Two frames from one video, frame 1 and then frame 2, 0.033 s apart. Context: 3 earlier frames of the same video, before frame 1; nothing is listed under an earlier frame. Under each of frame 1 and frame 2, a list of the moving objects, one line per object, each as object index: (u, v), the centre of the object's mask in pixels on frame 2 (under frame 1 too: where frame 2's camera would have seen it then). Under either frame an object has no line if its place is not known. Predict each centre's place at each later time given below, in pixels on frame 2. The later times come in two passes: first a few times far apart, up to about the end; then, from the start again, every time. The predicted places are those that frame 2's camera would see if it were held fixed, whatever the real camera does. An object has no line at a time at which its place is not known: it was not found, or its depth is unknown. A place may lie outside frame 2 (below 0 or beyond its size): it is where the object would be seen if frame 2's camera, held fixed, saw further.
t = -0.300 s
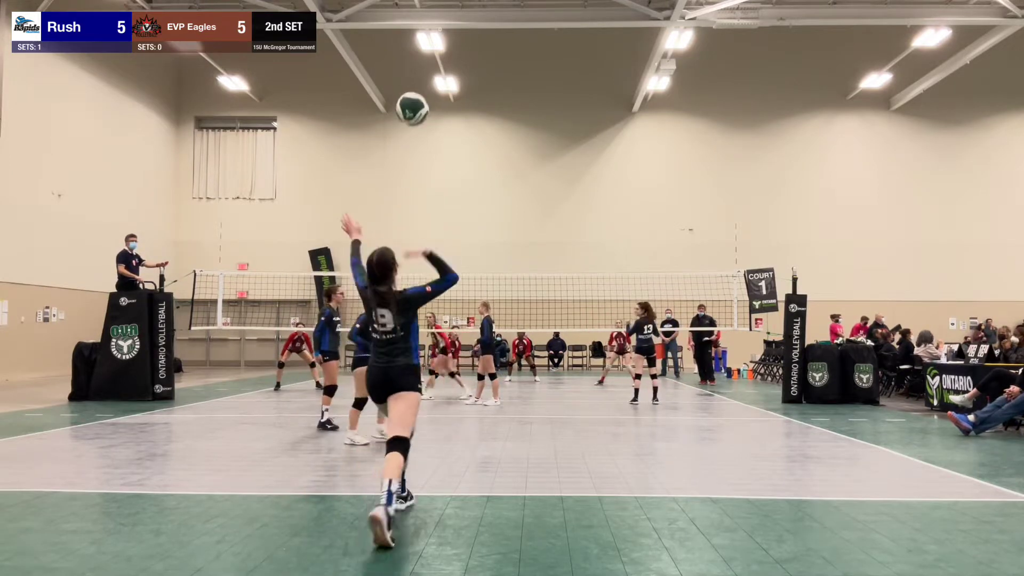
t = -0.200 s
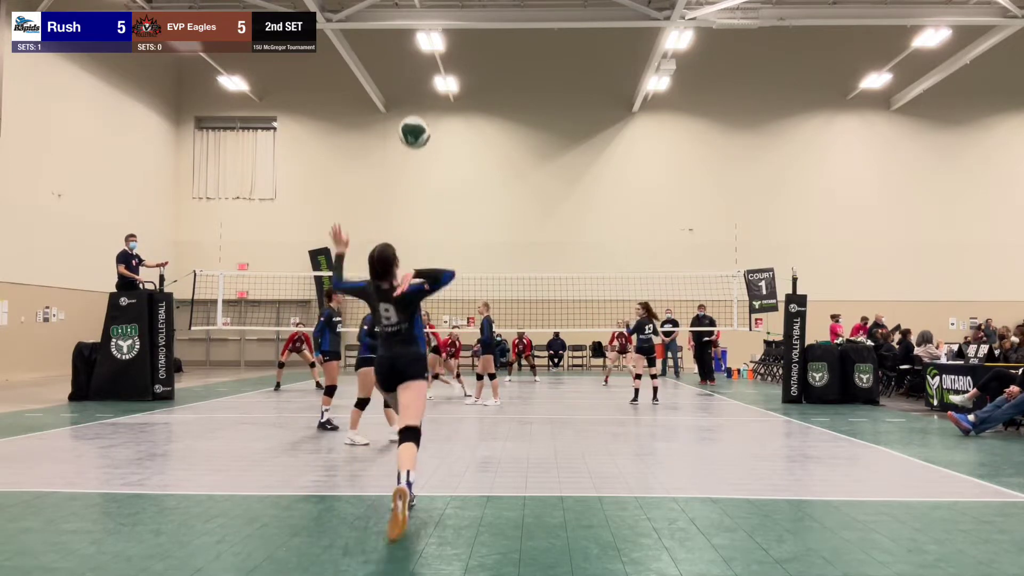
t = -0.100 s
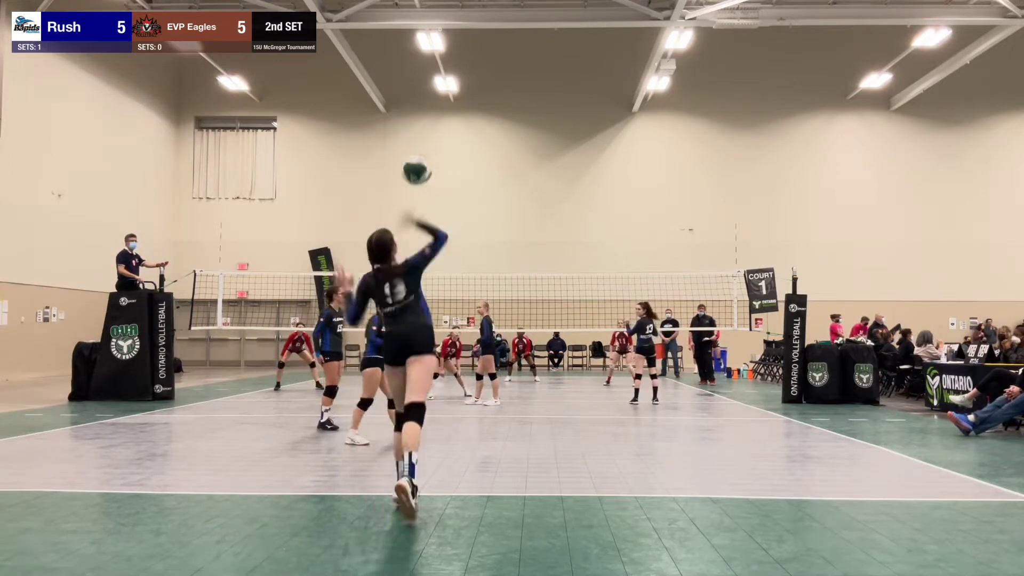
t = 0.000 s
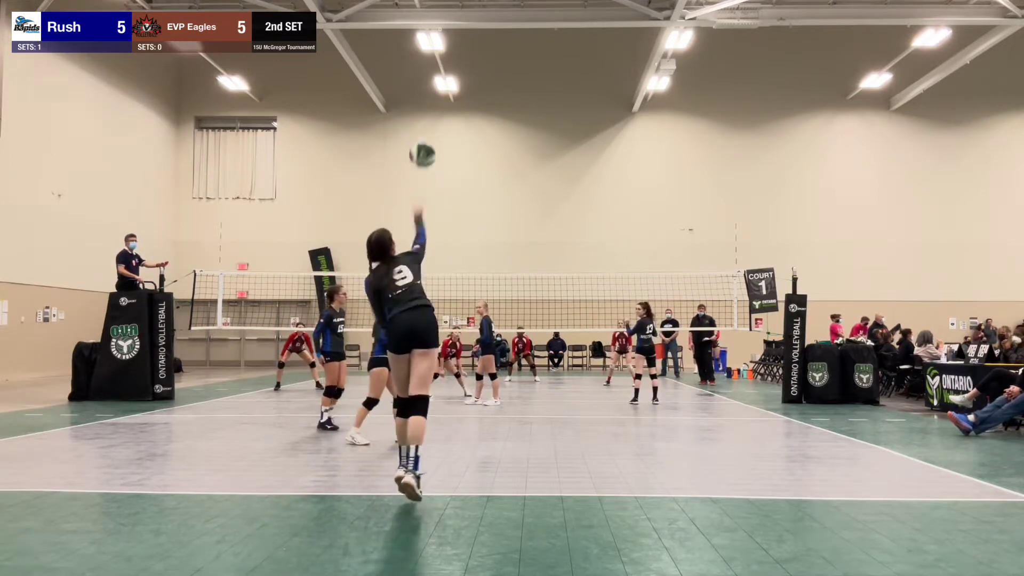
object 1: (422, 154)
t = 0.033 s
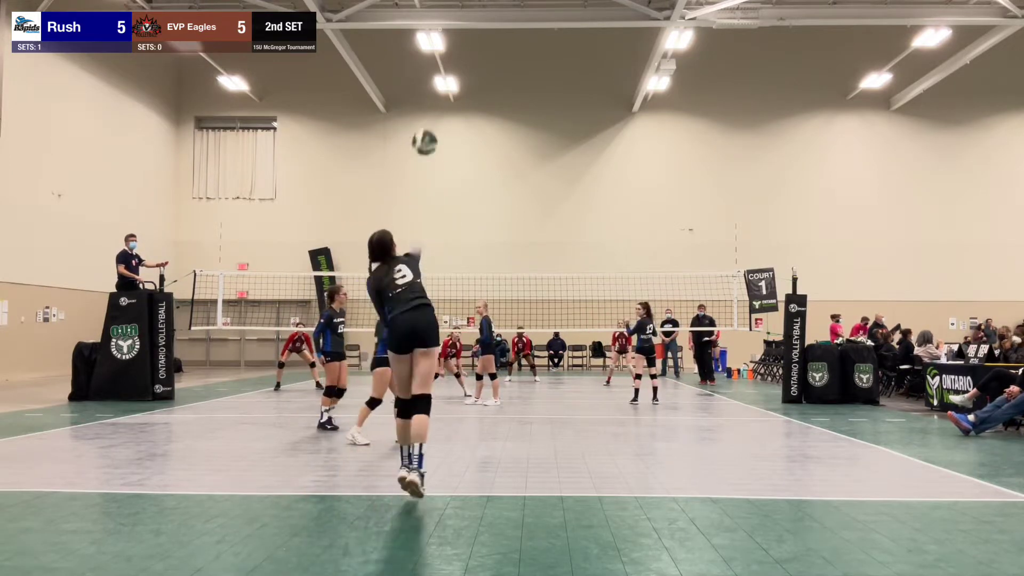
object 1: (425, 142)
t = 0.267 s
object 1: (433, 112)
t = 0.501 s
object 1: (434, 136)
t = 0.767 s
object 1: (433, 189)
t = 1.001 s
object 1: (432, 247)
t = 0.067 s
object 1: (426, 132)
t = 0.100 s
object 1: (428, 125)
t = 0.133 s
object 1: (429, 119)
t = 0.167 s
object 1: (430, 114)
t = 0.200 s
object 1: (431, 113)
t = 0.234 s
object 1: (432, 111)
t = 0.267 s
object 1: (433, 112)
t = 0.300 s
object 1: (434, 113)
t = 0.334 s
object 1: (434, 115)
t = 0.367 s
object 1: (435, 118)
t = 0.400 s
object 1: (435, 122)
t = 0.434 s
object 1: (435, 126)
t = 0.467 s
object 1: (435, 130)
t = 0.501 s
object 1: (434, 136)
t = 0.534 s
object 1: (434, 141)
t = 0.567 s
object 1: (434, 147)
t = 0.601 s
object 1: (434, 153)
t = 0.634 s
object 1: (433, 159)
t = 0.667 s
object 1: (433, 166)
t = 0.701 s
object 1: (433, 174)
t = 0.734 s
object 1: (433, 181)
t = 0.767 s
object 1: (433, 189)
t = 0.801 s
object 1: (433, 197)
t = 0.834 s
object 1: (433, 205)
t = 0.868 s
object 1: (433, 213)
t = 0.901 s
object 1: (432, 221)
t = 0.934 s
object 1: (432, 230)
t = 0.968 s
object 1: (432, 239)
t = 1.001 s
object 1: (432, 247)
